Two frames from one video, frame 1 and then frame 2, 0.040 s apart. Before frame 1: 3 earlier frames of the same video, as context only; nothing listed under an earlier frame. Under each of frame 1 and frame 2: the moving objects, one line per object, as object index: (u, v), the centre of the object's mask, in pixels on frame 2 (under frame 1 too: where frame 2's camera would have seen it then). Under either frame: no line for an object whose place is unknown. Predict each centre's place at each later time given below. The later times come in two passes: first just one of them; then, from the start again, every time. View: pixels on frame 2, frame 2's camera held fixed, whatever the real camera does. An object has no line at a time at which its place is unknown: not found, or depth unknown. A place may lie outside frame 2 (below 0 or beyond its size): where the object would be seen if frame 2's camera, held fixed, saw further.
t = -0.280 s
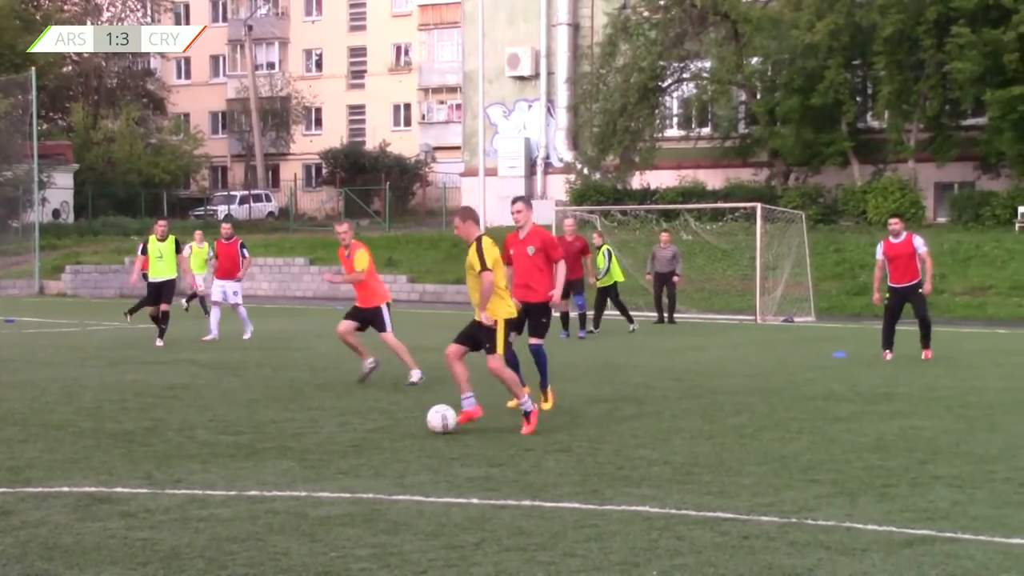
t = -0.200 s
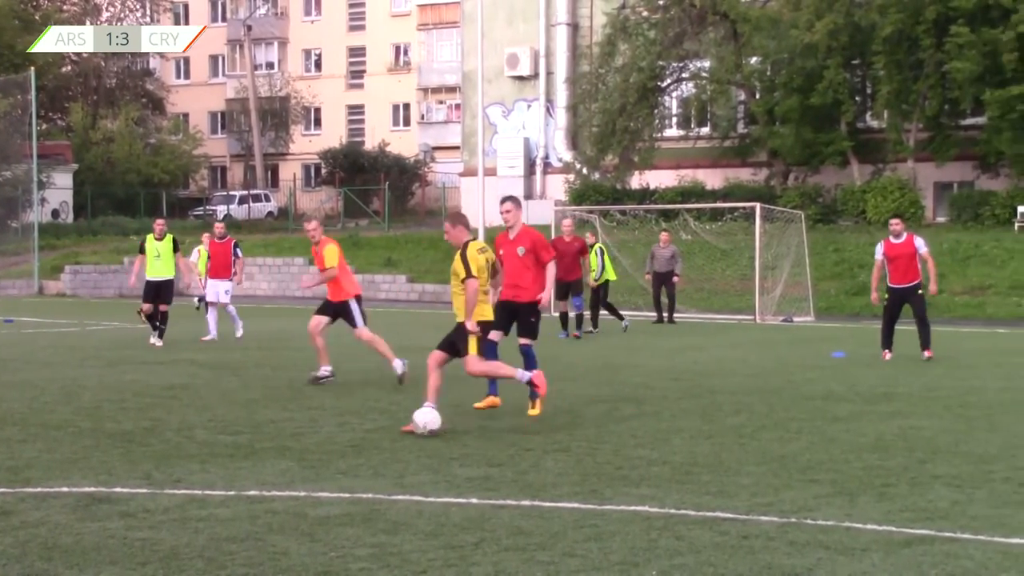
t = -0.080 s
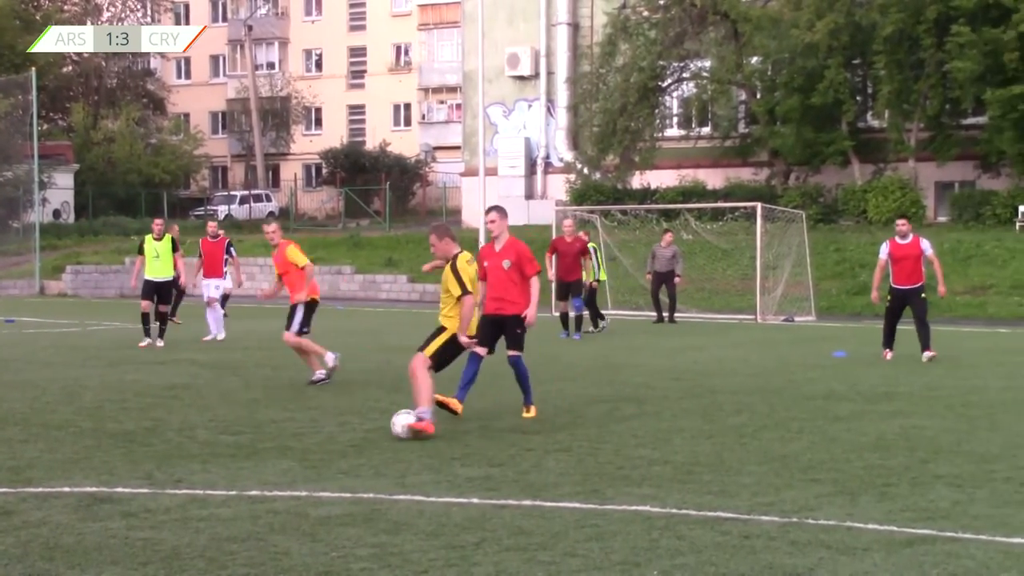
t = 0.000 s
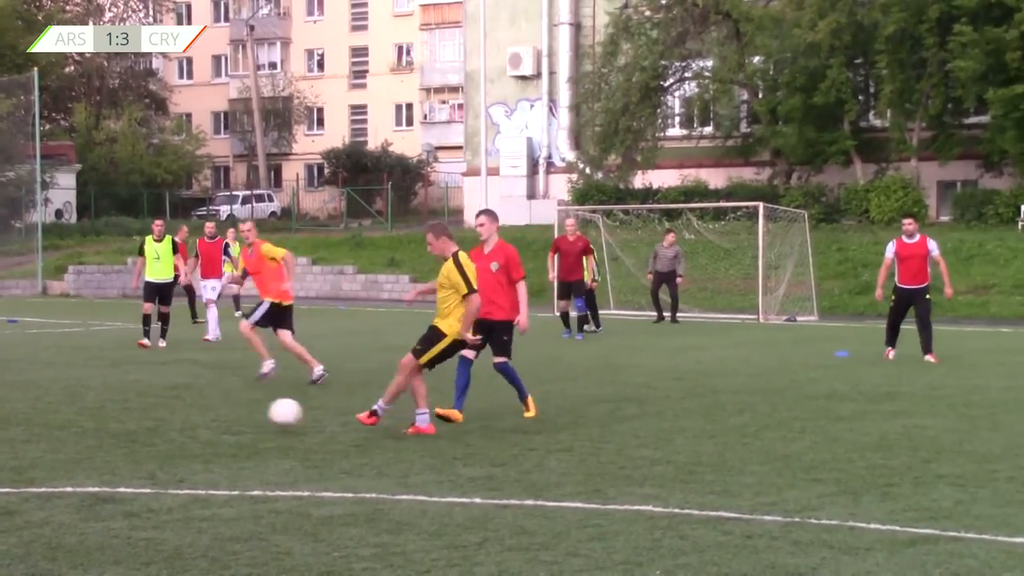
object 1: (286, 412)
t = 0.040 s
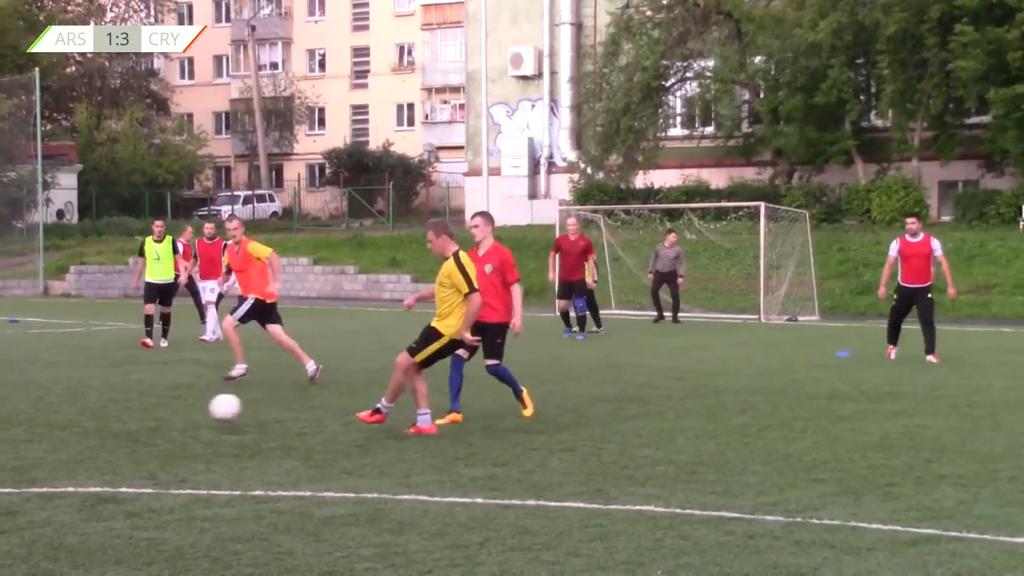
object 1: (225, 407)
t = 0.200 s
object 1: (9, 403)
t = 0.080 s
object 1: (166, 405)
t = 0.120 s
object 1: (111, 407)
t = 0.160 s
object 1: (58, 407)
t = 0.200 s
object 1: (9, 403)
